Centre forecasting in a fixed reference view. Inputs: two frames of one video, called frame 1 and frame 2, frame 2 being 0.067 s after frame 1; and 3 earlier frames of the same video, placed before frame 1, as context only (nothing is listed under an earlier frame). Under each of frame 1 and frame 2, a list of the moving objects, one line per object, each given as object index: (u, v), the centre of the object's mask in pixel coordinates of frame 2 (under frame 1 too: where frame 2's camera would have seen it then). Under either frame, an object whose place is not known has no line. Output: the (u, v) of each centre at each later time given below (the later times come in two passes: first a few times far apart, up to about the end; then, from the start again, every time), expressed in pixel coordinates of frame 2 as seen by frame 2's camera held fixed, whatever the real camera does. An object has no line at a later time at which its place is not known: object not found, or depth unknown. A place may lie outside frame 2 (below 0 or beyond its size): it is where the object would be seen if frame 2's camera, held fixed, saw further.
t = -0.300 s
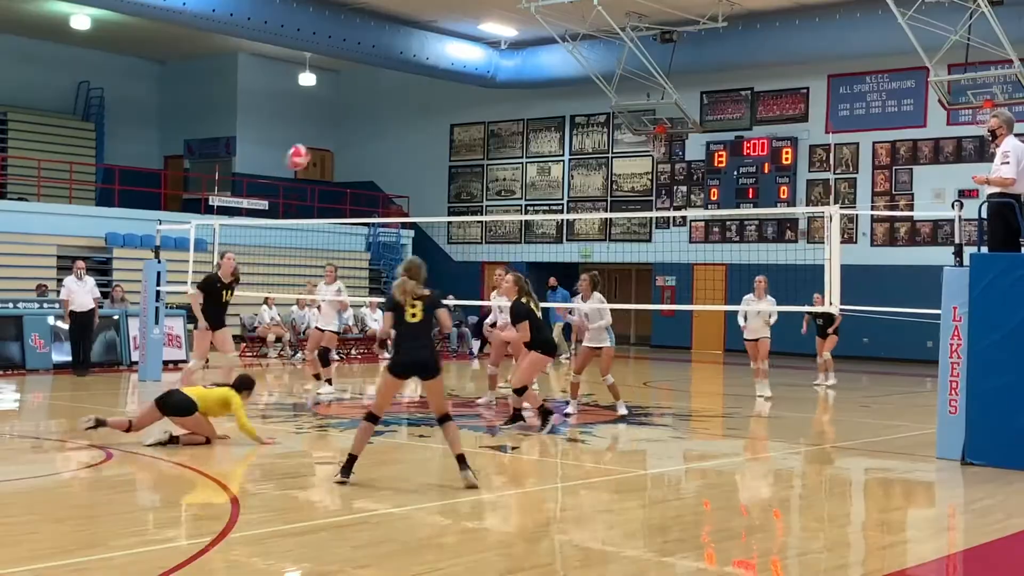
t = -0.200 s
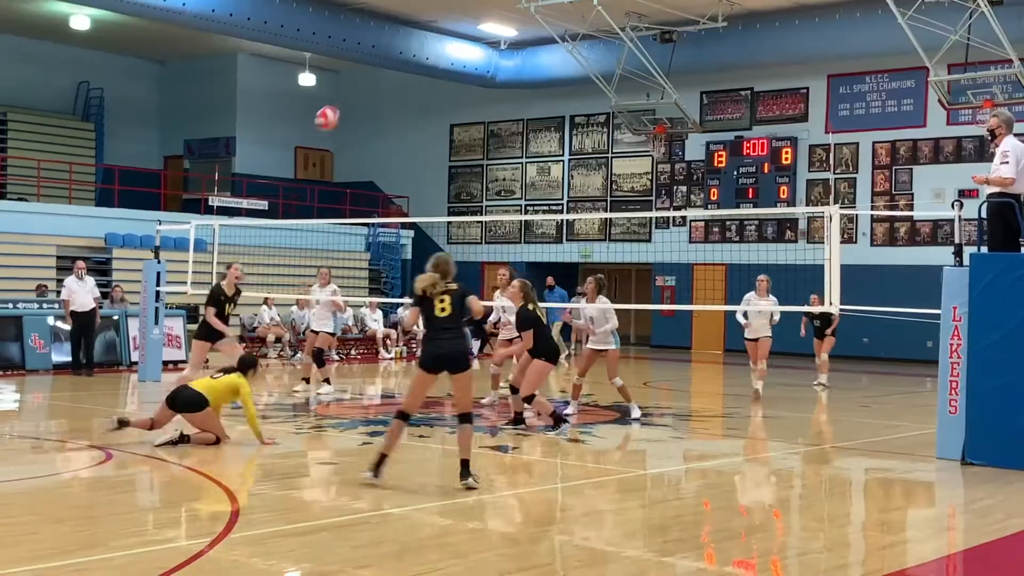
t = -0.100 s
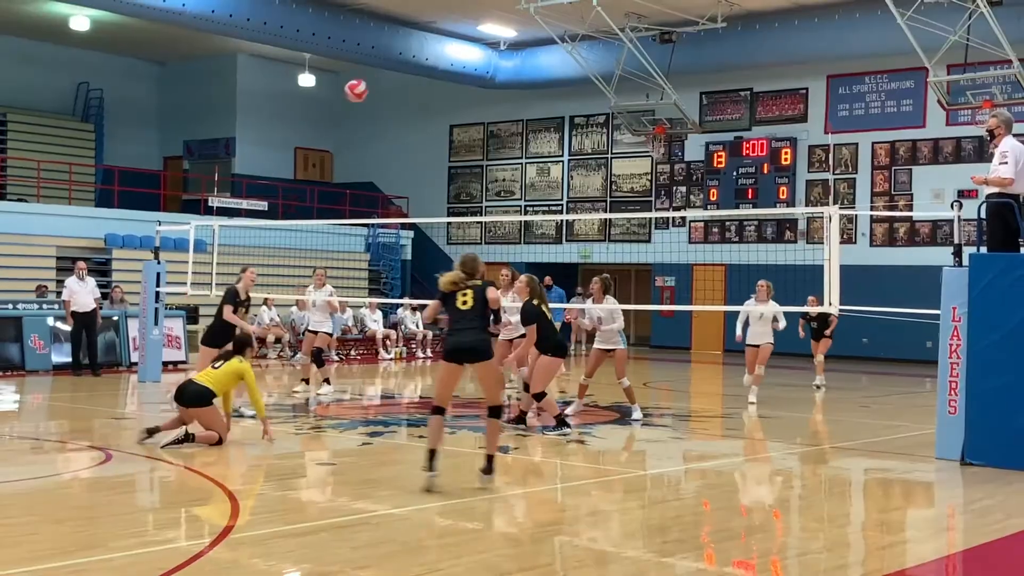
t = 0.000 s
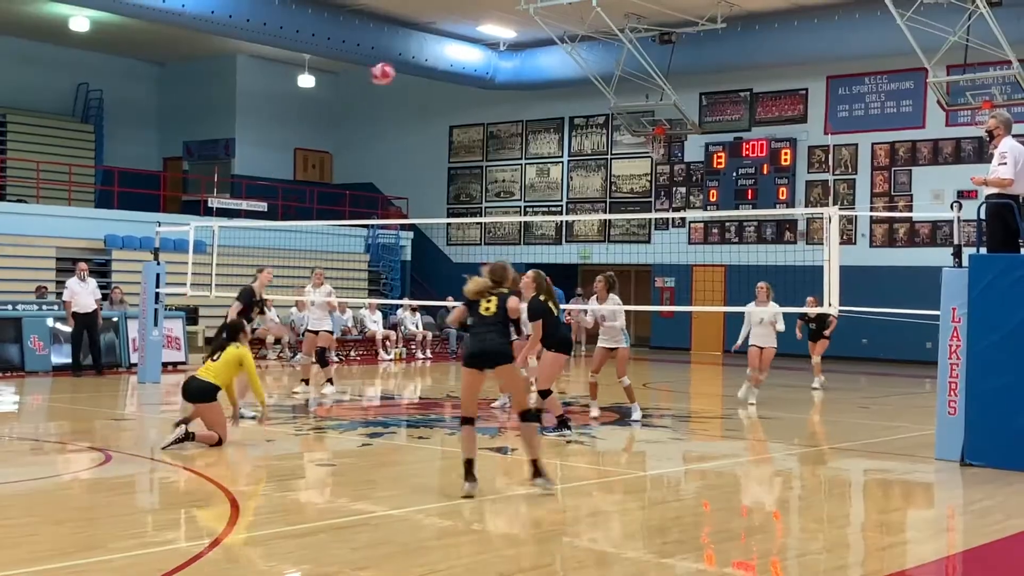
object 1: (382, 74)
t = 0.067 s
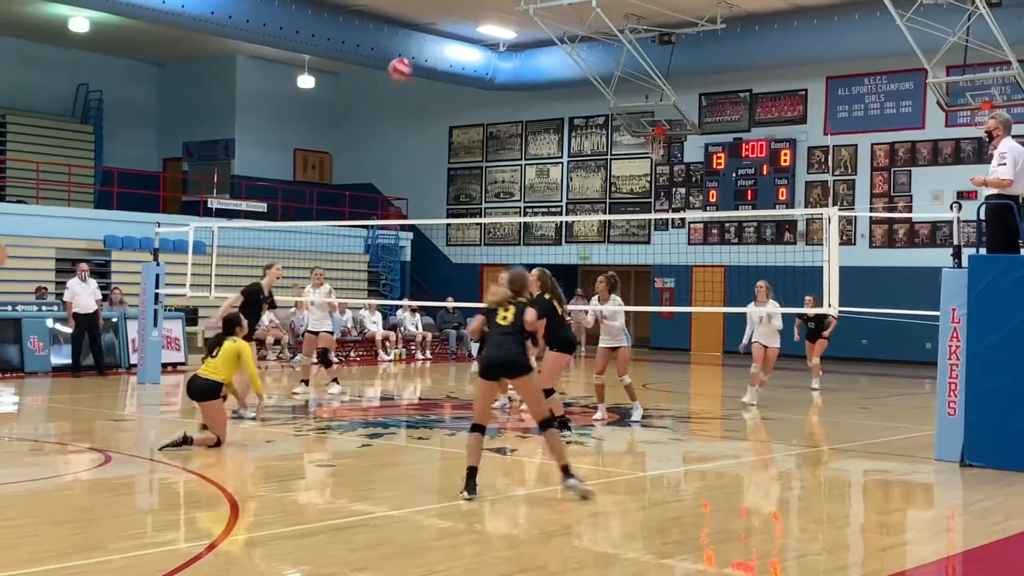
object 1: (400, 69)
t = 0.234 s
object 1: (443, 74)
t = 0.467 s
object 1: (499, 124)
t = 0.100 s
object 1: (409, 68)
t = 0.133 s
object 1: (417, 68)
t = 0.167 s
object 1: (426, 69)
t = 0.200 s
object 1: (434, 71)
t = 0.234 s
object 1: (443, 74)
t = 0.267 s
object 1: (451, 78)
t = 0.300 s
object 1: (459, 83)
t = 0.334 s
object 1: (467, 89)
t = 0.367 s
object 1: (475, 96)
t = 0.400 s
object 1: (483, 104)
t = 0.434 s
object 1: (491, 114)
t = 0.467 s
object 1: (499, 124)
